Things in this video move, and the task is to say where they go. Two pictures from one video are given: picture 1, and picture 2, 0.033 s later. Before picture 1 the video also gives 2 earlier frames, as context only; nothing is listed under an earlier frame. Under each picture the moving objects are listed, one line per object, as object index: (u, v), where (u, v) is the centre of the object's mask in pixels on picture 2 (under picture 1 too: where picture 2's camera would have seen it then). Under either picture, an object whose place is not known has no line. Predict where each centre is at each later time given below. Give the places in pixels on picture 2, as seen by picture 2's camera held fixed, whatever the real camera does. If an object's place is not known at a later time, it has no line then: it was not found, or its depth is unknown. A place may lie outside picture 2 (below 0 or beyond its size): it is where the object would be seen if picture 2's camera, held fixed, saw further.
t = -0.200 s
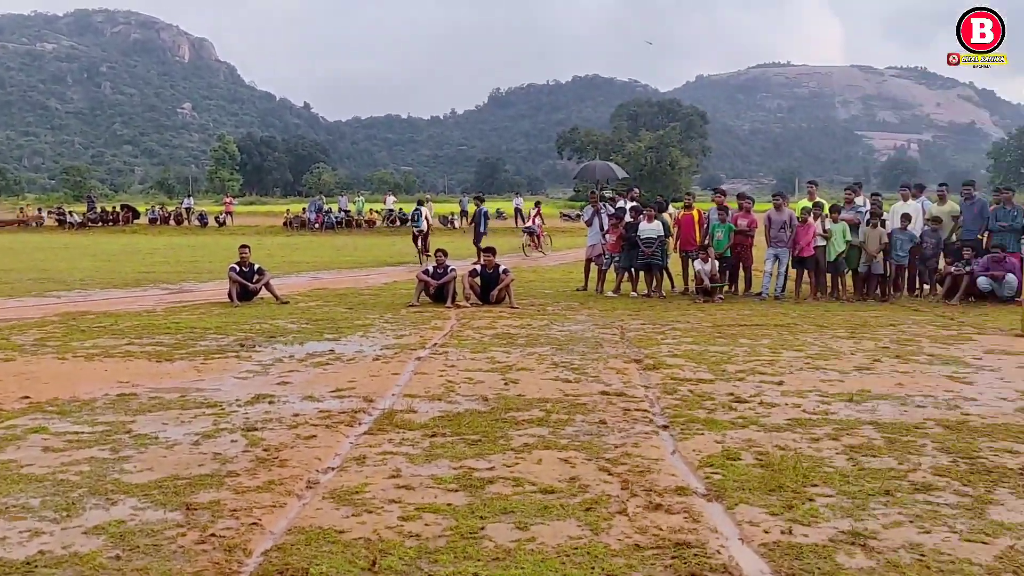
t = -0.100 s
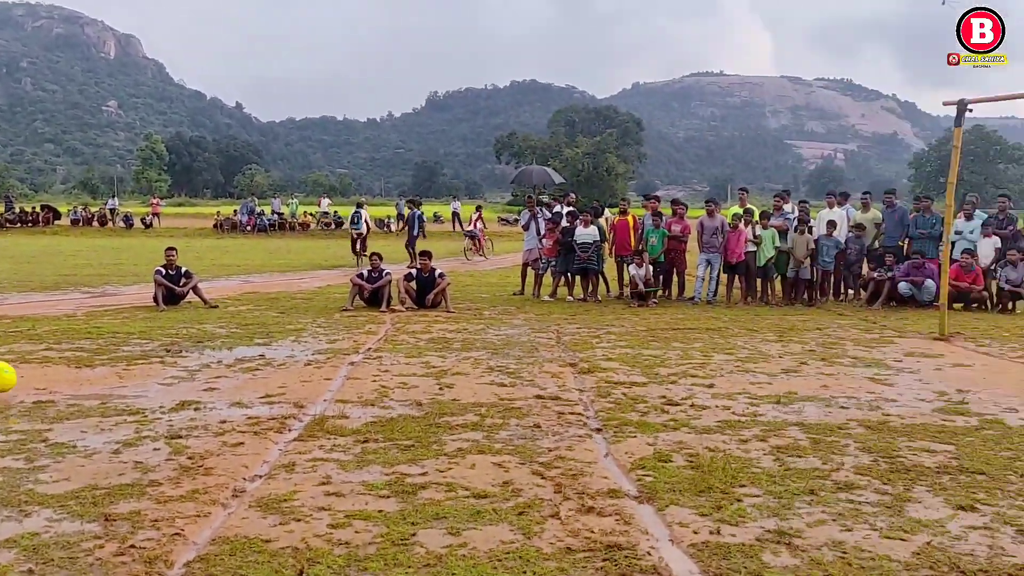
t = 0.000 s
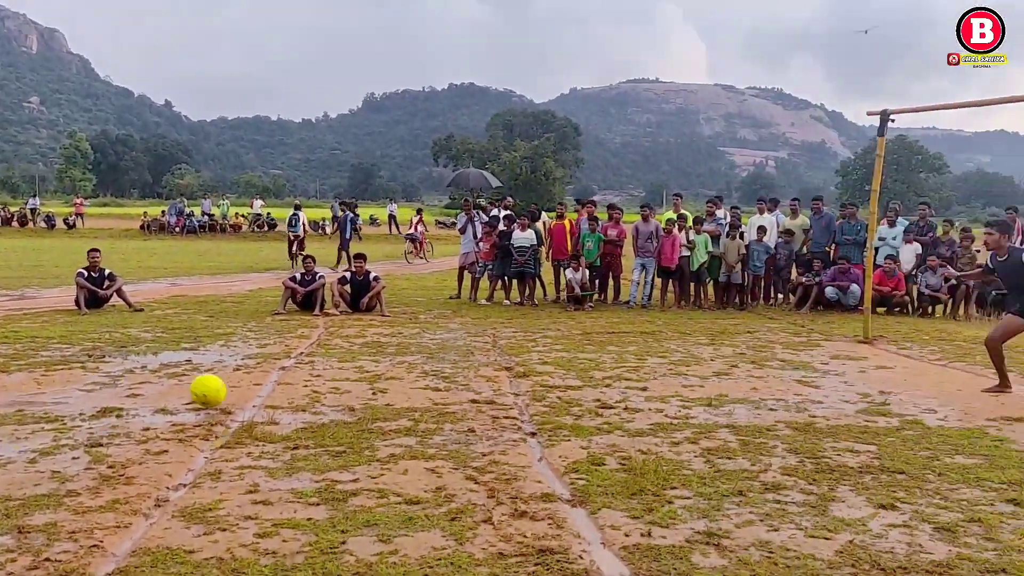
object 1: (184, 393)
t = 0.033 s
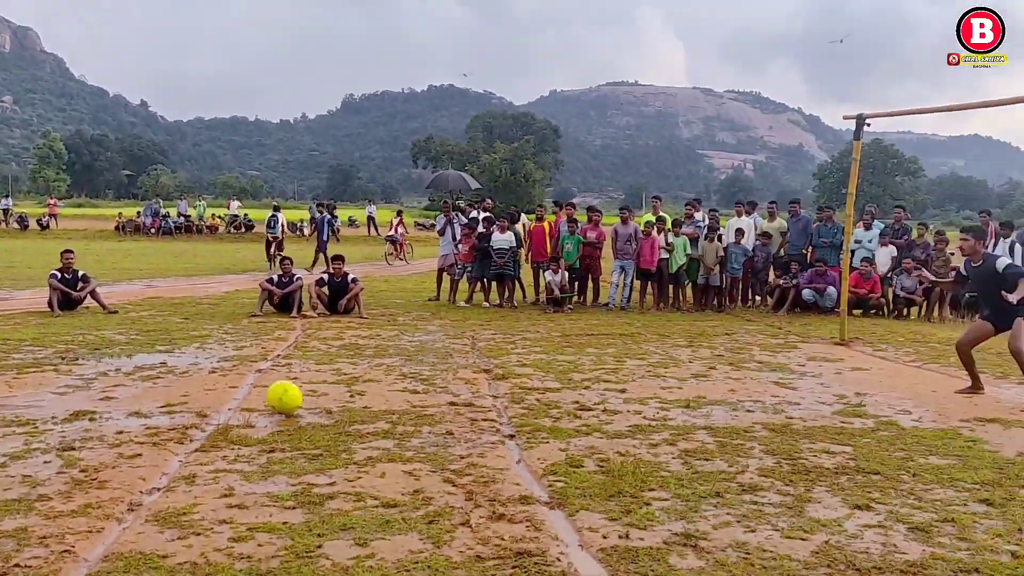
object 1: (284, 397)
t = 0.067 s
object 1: (383, 401)
